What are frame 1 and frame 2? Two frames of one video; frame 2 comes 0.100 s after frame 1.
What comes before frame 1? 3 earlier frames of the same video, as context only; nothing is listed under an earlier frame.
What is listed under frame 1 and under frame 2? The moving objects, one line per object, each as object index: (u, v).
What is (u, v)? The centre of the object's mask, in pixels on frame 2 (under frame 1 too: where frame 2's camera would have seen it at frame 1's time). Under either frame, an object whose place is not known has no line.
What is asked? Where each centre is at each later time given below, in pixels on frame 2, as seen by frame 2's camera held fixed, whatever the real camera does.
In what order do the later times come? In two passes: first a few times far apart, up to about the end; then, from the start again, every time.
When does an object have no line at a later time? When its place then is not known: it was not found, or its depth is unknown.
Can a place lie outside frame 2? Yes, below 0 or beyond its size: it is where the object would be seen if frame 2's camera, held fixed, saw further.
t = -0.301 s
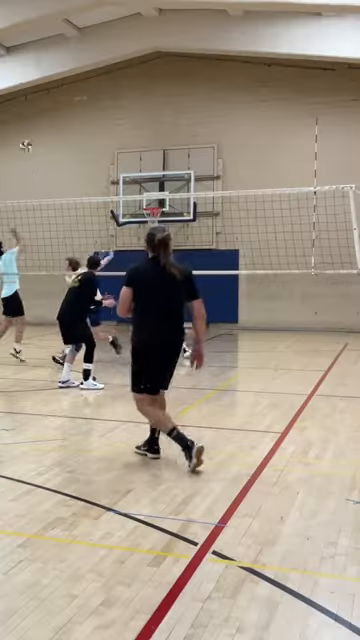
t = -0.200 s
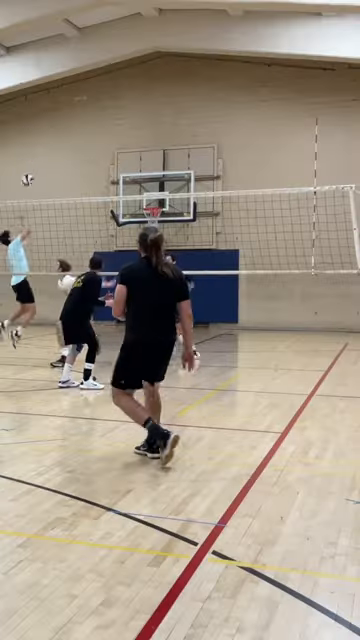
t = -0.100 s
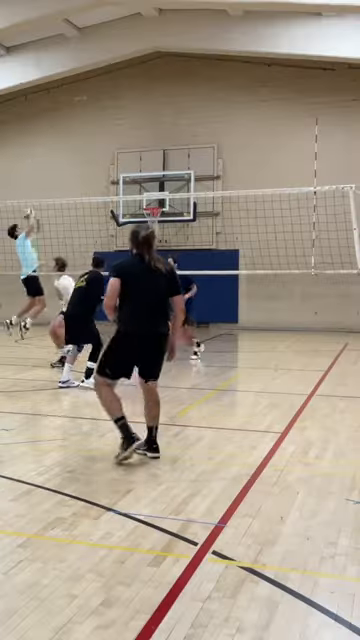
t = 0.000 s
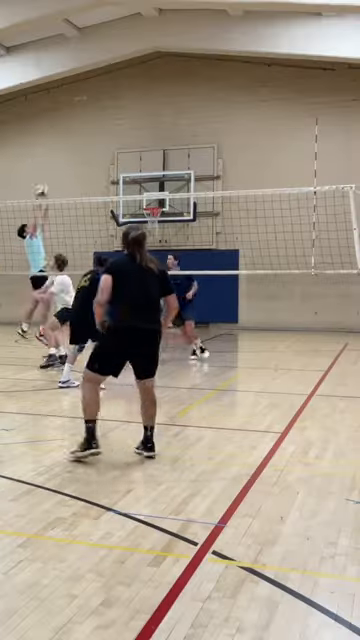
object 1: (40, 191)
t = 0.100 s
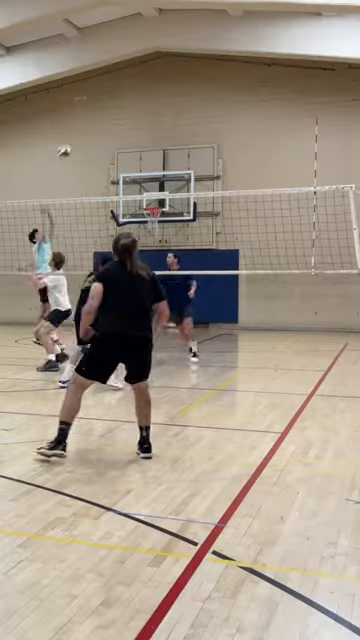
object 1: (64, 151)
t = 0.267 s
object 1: (102, 100)
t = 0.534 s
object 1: (167, 52)
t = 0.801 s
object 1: (234, 51)
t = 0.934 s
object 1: (269, 71)
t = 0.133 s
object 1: (71, 140)
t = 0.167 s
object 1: (78, 128)
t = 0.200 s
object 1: (87, 119)
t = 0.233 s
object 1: (95, 109)
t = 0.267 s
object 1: (102, 100)
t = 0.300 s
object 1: (110, 91)
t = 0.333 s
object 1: (118, 85)
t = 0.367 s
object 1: (126, 77)
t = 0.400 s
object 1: (134, 71)
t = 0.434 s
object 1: (142, 65)
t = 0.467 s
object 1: (150, 60)
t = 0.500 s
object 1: (159, 55)
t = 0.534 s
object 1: (167, 52)
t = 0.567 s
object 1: (175, 49)
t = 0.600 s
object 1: (183, 48)
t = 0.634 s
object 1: (192, 46)
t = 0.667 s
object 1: (200, 45)
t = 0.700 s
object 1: (209, 46)
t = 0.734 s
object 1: (217, 46)
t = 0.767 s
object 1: (226, 48)
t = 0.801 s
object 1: (234, 51)
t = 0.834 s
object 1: (244, 55)
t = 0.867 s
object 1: (252, 59)
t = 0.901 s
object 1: (261, 65)
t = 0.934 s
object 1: (269, 71)
